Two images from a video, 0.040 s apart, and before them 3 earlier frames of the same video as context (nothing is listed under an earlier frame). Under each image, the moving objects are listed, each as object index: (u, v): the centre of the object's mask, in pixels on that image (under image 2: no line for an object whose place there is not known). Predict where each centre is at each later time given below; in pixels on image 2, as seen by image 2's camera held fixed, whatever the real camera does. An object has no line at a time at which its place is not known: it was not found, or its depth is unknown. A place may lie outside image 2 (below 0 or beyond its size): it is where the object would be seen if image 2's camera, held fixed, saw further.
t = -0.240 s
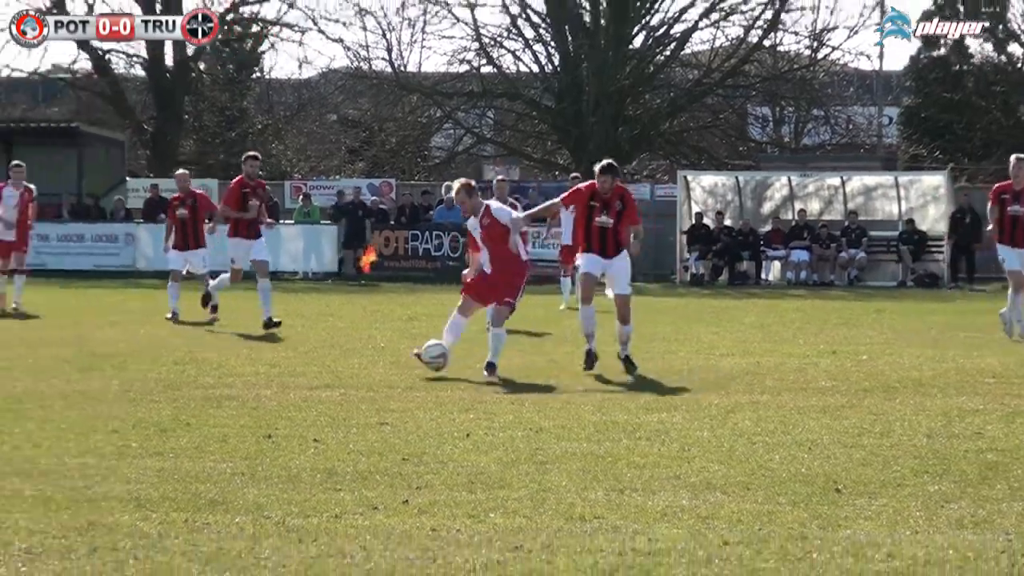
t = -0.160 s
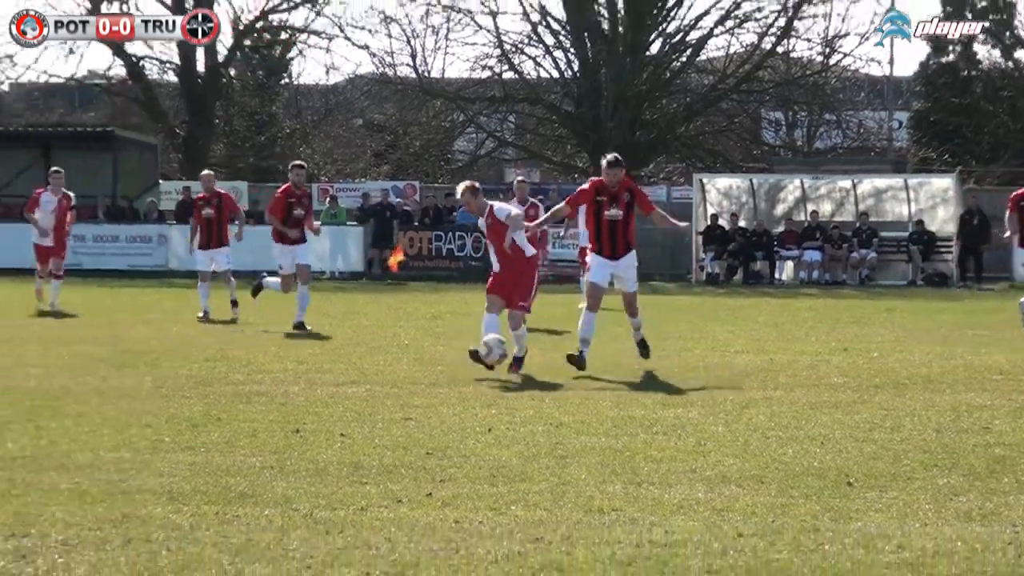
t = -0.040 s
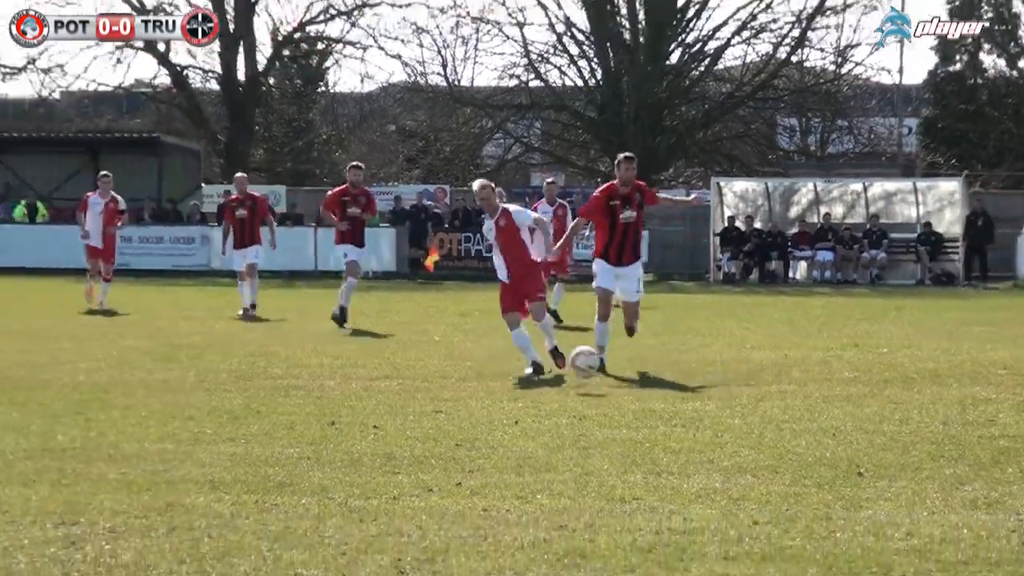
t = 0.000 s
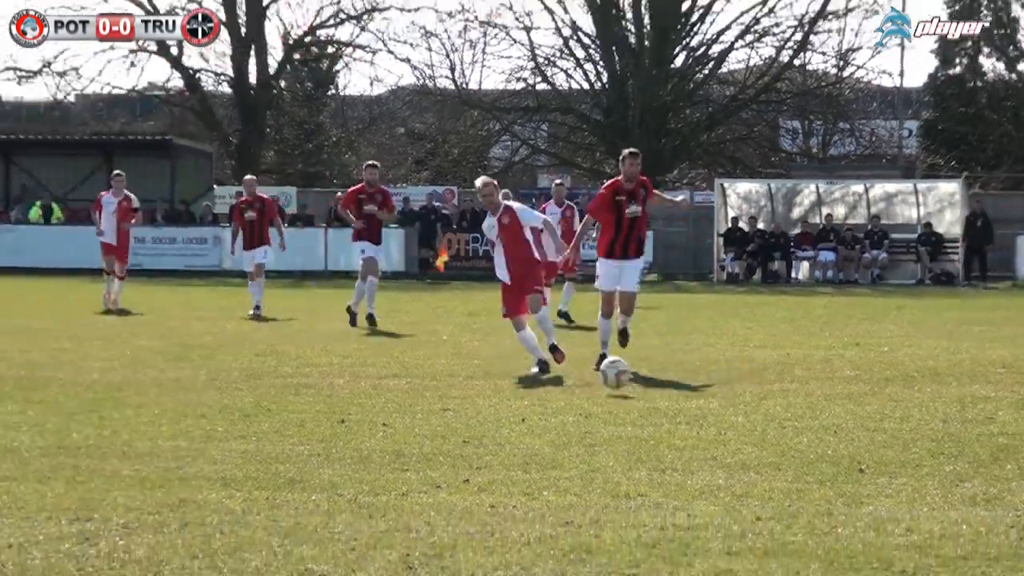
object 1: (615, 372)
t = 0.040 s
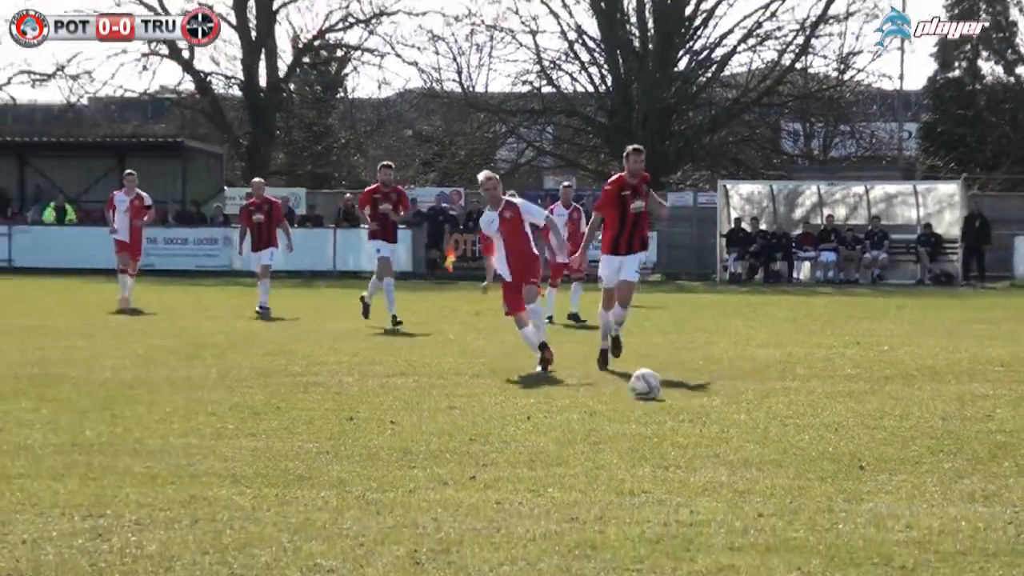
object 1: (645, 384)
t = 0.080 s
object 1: (672, 378)
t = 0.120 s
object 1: (699, 373)
